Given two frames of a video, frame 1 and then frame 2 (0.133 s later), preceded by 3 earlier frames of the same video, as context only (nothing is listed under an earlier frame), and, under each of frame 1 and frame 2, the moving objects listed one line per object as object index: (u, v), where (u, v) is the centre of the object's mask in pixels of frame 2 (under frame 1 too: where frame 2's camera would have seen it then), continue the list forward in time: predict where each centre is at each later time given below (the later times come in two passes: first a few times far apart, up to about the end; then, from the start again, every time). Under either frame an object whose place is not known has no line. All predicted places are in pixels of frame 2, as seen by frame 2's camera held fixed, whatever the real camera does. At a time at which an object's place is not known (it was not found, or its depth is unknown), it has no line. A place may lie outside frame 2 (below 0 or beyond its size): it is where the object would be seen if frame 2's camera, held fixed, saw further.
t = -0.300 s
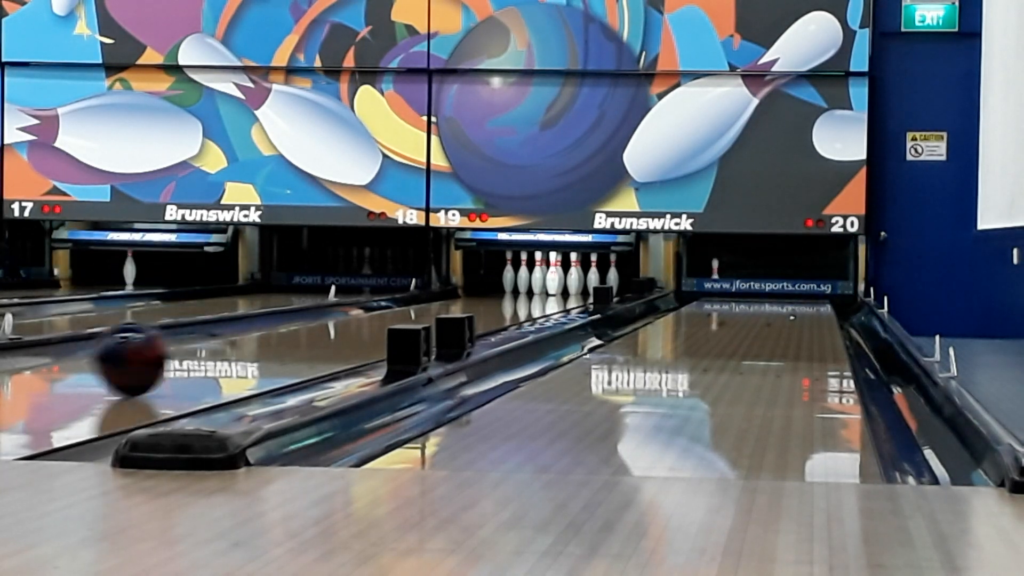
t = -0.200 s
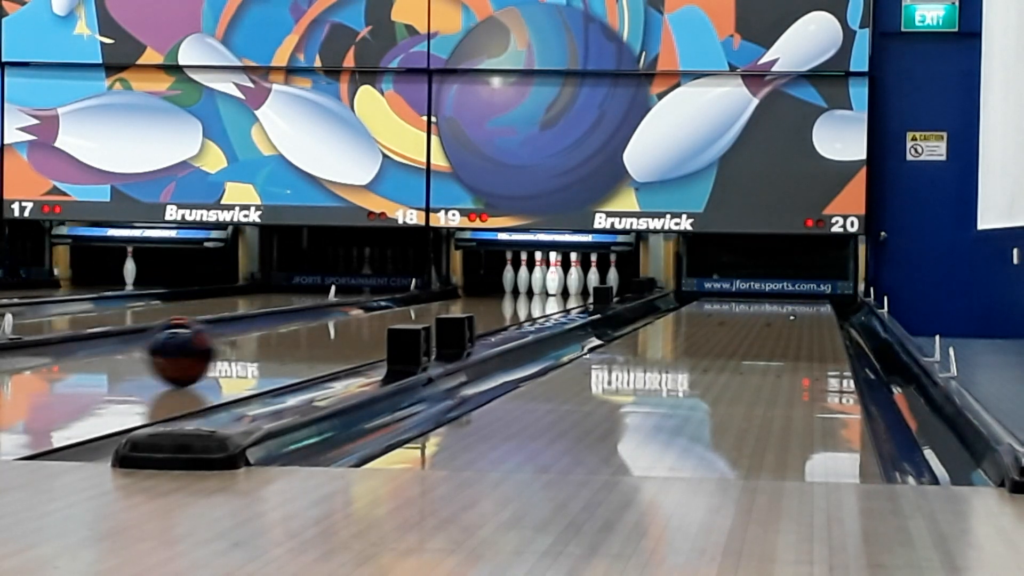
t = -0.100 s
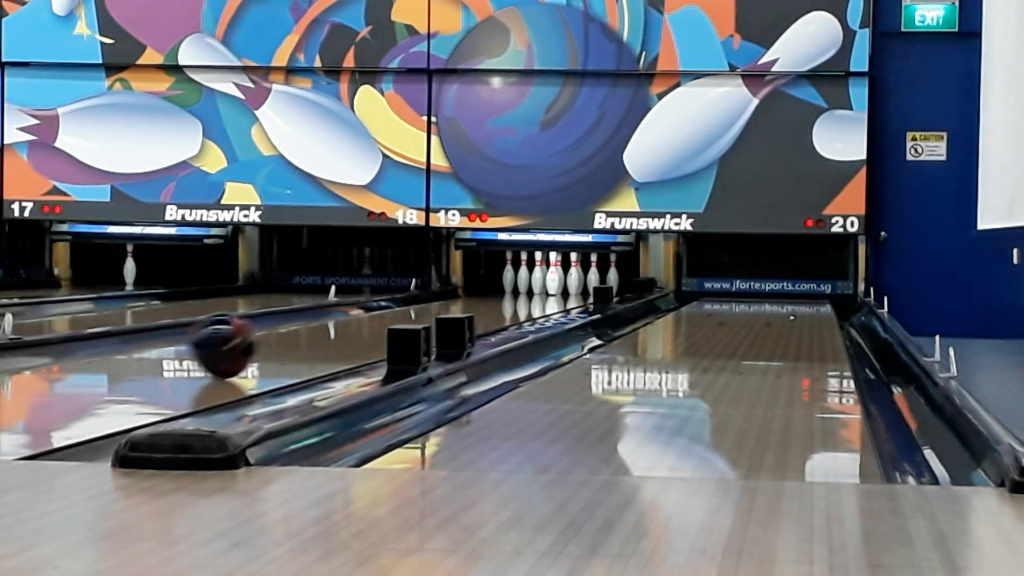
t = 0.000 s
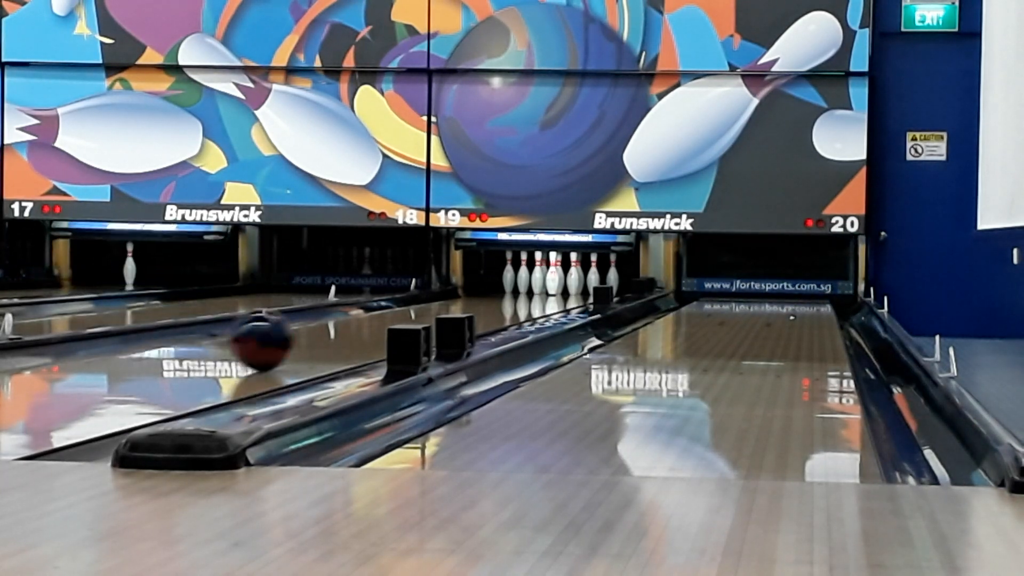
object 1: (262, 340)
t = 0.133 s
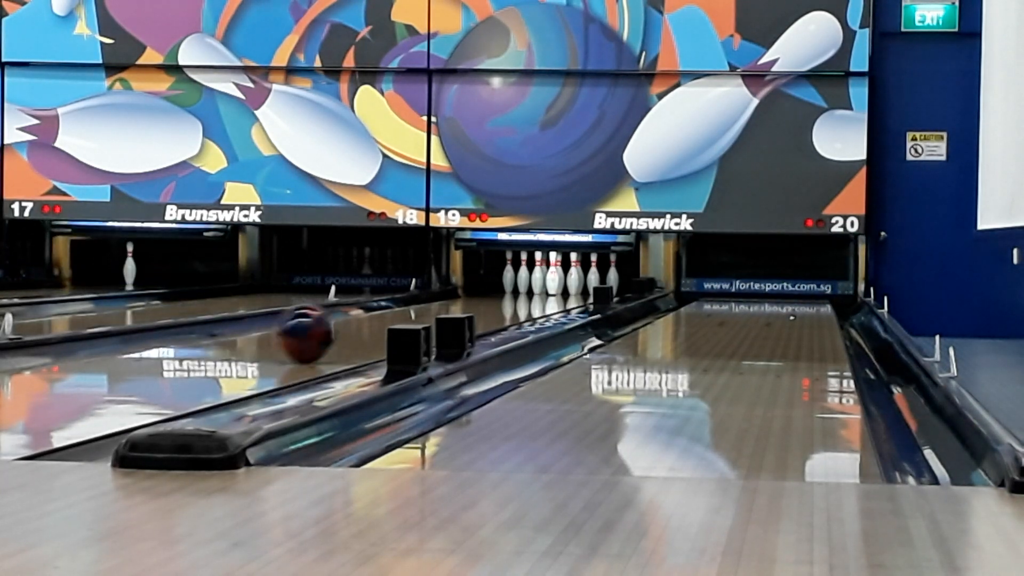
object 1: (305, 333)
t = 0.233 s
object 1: (335, 328)
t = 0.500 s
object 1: (396, 314)
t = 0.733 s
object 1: (437, 306)
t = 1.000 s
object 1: (476, 306)
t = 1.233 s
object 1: (497, 304)
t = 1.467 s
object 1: (513, 300)
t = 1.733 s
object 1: (524, 297)
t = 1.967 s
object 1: (528, 294)
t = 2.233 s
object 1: (531, 291)
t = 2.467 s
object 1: (532, 289)
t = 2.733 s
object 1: (534, 286)
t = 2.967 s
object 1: (536, 285)
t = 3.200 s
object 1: (537, 283)
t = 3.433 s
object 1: (531, 282)
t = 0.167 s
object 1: (315, 332)
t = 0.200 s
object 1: (325, 330)
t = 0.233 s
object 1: (335, 328)
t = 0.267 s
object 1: (343, 327)
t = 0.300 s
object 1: (352, 326)
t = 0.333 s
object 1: (360, 325)
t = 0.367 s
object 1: (368, 324)
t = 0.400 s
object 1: (375, 322)
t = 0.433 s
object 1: (382, 319)
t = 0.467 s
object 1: (388, 317)
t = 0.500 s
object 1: (396, 314)
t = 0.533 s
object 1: (404, 311)
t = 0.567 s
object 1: (411, 310)
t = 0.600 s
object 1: (415, 309)
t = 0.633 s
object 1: (421, 309)
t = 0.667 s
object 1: (426, 308)
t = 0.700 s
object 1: (431, 308)
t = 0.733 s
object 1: (437, 306)
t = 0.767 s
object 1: (442, 305)
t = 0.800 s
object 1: (448, 304)
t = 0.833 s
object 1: (454, 303)
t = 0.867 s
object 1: (459, 304)
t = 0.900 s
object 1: (464, 304)
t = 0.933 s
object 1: (469, 305)
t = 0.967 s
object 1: (472, 305)
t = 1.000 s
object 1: (476, 306)
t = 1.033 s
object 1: (480, 306)
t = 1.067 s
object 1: (482, 306)
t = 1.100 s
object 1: (485, 306)
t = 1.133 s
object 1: (488, 305)
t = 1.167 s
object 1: (492, 305)
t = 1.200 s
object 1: (494, 304)
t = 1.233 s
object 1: (497, 304)
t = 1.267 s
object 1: (500, 303)
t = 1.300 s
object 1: (502, 302)
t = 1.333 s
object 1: (505, 302)
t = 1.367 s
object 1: (507, 302)
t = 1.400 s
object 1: (509, 301)
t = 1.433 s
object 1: (511, 300)
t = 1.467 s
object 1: (513, 300)
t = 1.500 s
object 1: (515, 300)
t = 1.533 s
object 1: (517, 299)
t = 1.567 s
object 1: (518, 299)
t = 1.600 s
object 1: (519, 298)
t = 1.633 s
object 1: (521, 298)
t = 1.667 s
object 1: (522, 297)
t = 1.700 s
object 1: (523, 297)
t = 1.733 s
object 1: (524, 297)
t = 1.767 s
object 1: (525, 296)
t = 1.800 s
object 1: (526, 296)
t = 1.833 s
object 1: (526, 295)
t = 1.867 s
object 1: (527, 295)
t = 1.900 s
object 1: (527, 294)
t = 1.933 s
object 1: (528, 294)
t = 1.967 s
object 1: (528, 294)
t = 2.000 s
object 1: (528, 293)
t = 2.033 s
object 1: (528, 293)
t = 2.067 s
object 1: (529, 293)
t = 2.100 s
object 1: (529, 292)
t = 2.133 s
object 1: (529, 292)
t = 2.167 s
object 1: (530, 291)
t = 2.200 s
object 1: (530, 291)
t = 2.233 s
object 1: (531, 291)
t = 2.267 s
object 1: (531, 291)
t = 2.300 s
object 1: (531, 290)
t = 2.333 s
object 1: (532, 290)
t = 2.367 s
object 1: (532, 290)
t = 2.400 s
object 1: (532, 289)
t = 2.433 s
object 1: (532, 289)
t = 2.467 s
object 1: (532, 289)
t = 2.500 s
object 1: (532, 289)
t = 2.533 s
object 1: (533, 288)
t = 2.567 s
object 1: (533, 288)
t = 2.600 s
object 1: (533, 287)
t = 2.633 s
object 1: (534, 287)
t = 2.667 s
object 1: (534, 287)
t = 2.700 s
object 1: (534, 287)
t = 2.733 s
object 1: (534, 286)
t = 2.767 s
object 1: (535, 286)
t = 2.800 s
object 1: (535, 286)
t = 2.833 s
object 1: (535, 286)
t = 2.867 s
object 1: (535, 285)
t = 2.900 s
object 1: (536, 285)
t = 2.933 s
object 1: (536, 285)
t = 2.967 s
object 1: (536, 285)
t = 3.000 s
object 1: (536, 284)
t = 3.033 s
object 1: (536, 284)
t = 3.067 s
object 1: (536, 284)
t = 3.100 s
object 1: (537, 284)
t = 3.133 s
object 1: (537, 284)
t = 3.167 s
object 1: (536, 284)
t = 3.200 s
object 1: (537, 283)
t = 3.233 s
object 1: (537, 283)
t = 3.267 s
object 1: (537, 283)
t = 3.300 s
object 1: (537, 283)
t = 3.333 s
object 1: (537, 283)
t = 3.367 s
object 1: (536, 283)
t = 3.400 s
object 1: (534, 283)
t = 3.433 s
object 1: (531, 282)
